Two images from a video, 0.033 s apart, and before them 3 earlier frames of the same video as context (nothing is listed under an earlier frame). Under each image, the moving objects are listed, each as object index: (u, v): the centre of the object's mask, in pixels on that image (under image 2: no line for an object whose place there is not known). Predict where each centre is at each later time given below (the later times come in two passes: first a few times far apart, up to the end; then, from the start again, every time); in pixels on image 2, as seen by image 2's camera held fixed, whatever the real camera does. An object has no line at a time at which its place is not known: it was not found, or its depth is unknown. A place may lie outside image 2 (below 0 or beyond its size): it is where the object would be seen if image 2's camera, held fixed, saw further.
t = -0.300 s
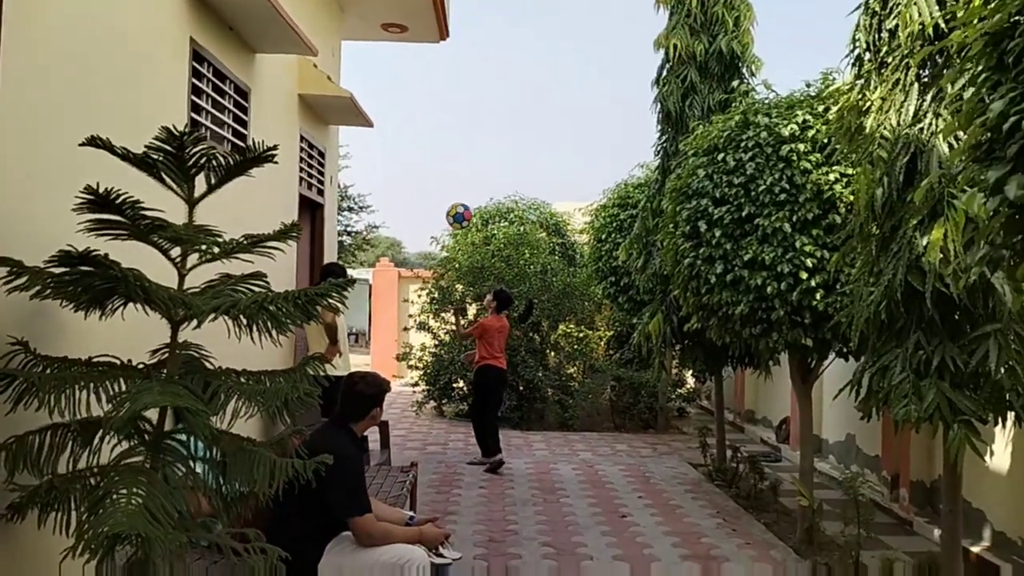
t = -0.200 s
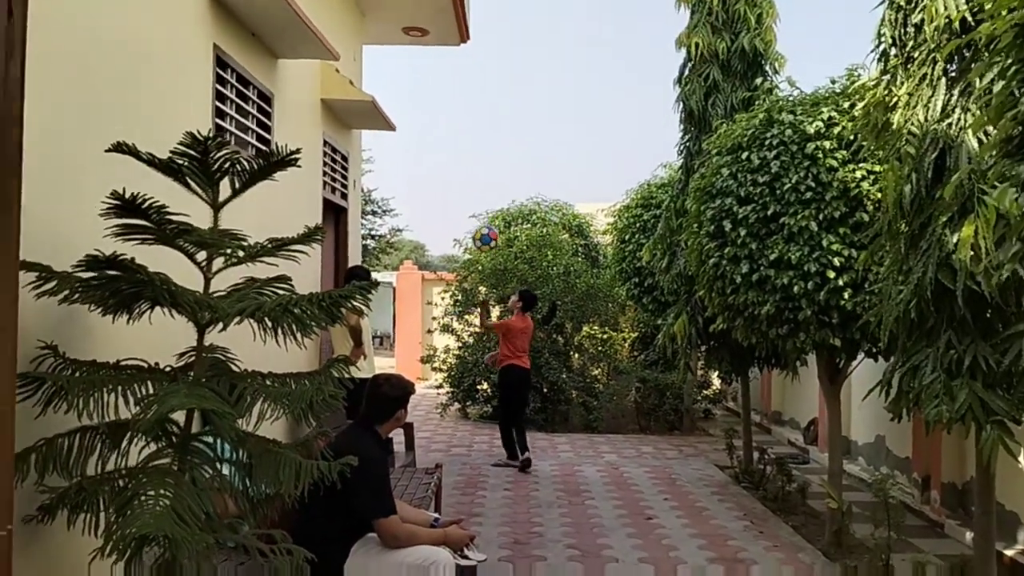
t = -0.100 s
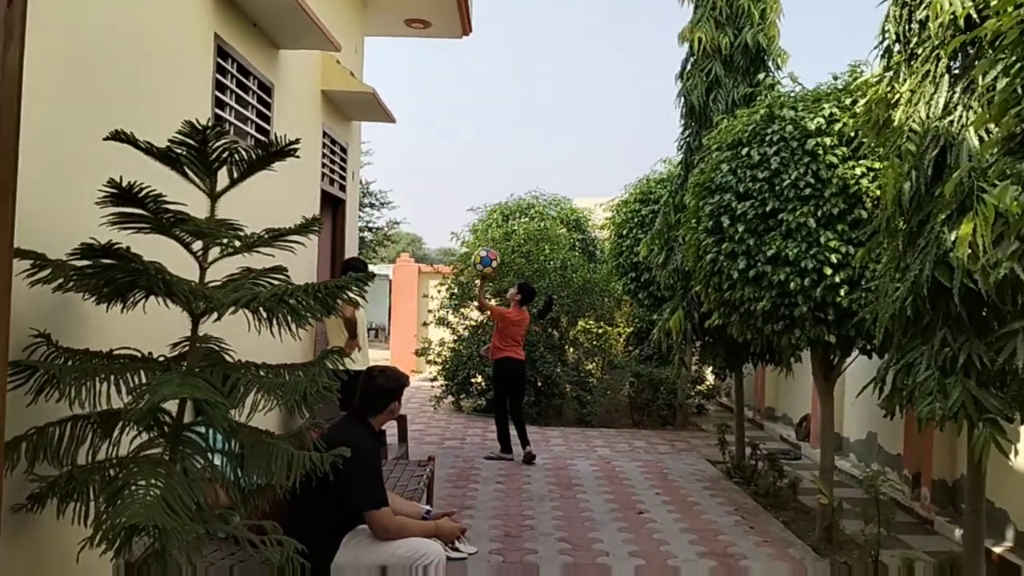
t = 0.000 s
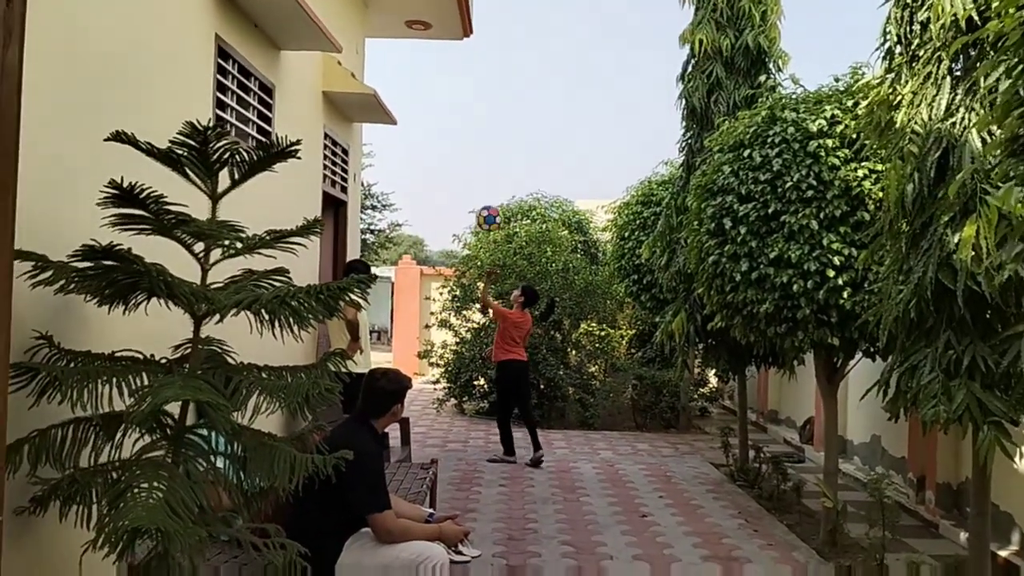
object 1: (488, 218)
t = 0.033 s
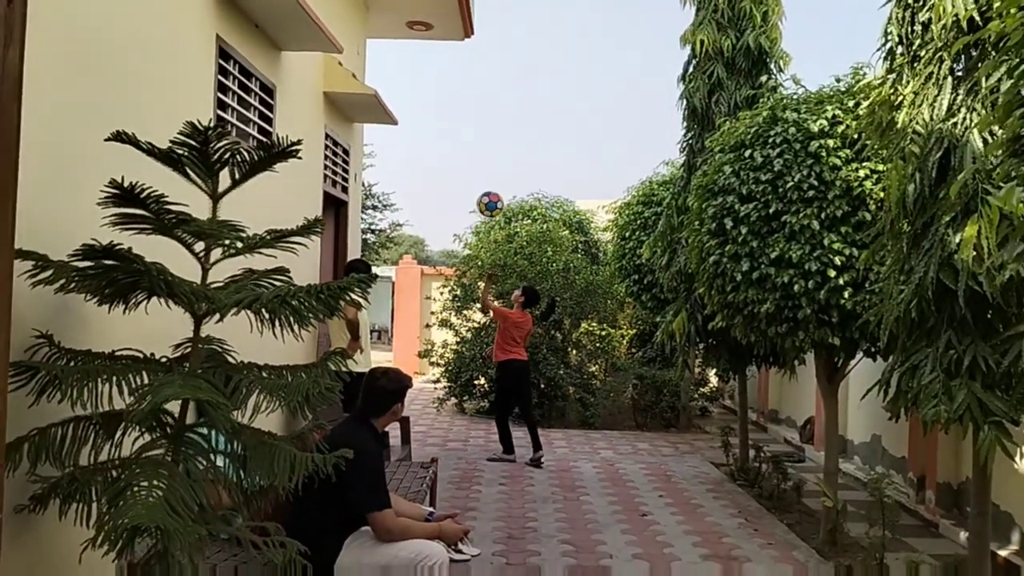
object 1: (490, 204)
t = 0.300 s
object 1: (491, 135)
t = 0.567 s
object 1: (489, 139)
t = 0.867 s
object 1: (488, 226)
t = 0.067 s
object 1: (491, 191)
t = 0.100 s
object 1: (491, 179)
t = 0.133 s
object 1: (491, 168)
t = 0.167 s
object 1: (491, 159)
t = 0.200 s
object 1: (491, 151)
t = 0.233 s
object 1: (491, 144)
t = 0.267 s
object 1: (491, 138)
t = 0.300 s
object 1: (491, 135)
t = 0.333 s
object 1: (490, 131)
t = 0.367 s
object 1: (490, 128)
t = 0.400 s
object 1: (490, 128)
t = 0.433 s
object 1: (490, 128)
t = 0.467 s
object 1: (490, 129)
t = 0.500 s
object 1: (490, 132)
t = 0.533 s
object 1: (490, 135)
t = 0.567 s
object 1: (489, 139)
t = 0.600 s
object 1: (489, 145)
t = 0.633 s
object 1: (489, 152)
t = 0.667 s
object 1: (489, 160)
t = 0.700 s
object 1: (489, 168)
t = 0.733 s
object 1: (489, 178)
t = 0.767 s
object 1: (489, 189)
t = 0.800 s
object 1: (489, 200)
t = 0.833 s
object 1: (489, 212)
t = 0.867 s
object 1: (488, 226)
